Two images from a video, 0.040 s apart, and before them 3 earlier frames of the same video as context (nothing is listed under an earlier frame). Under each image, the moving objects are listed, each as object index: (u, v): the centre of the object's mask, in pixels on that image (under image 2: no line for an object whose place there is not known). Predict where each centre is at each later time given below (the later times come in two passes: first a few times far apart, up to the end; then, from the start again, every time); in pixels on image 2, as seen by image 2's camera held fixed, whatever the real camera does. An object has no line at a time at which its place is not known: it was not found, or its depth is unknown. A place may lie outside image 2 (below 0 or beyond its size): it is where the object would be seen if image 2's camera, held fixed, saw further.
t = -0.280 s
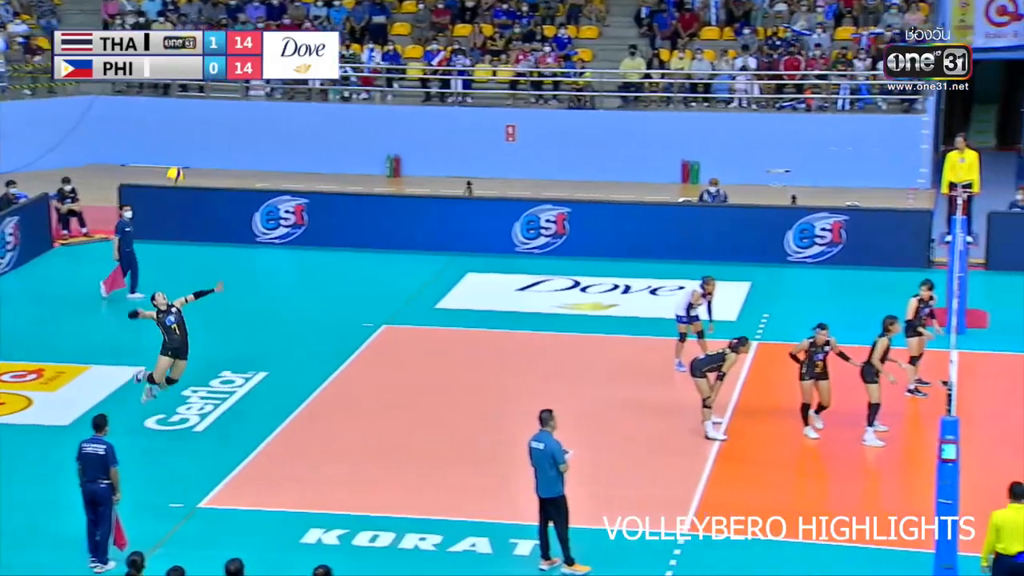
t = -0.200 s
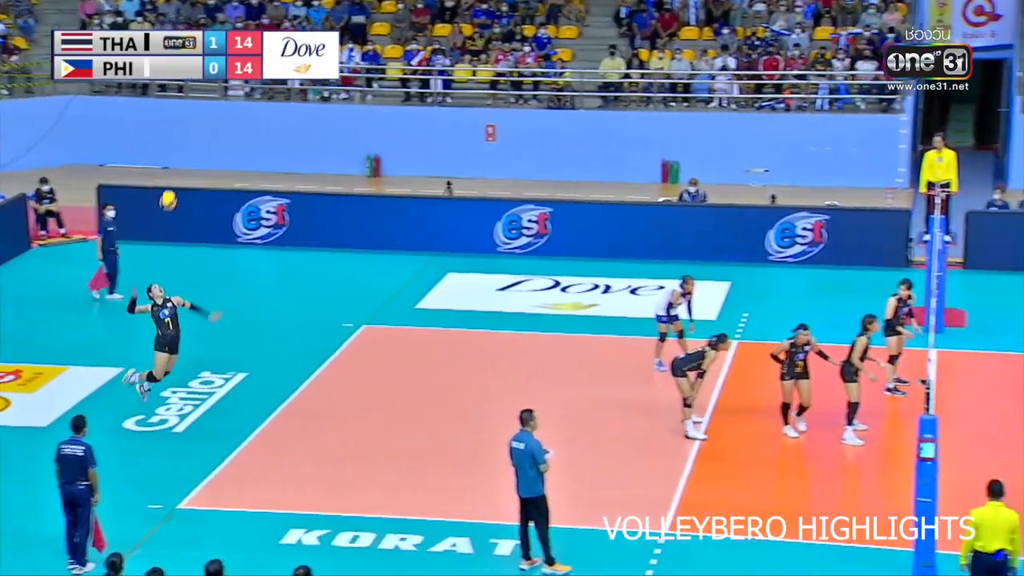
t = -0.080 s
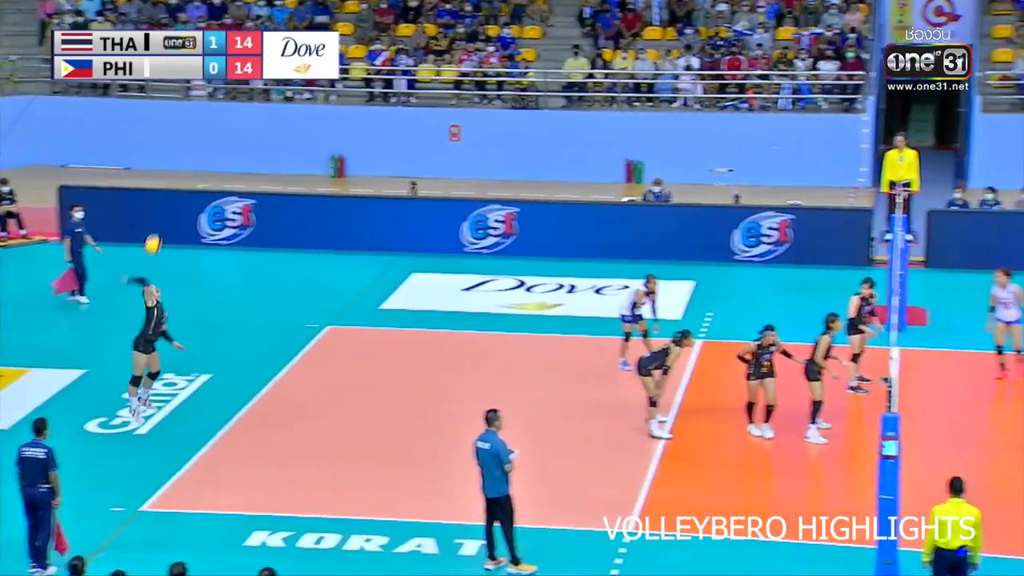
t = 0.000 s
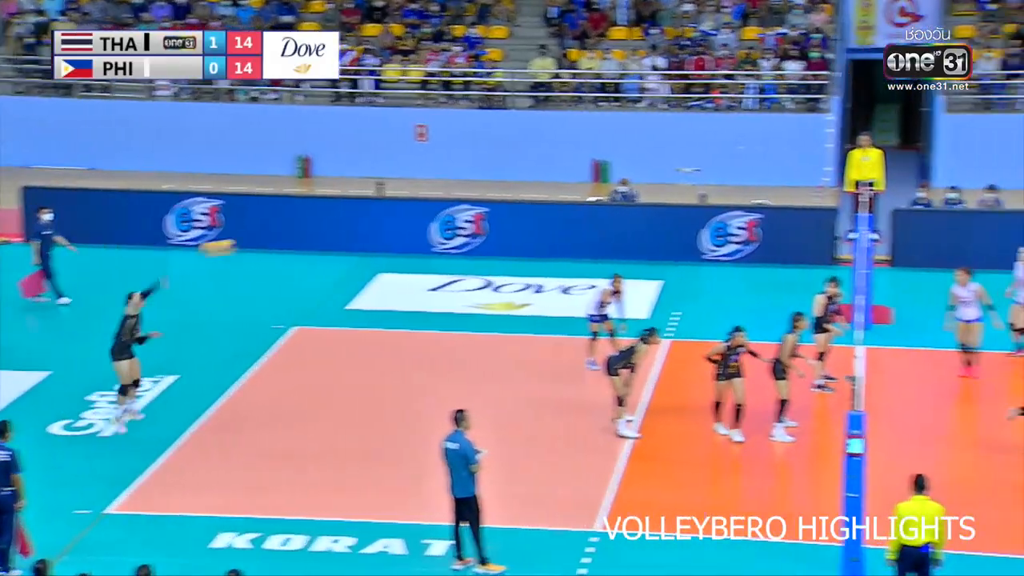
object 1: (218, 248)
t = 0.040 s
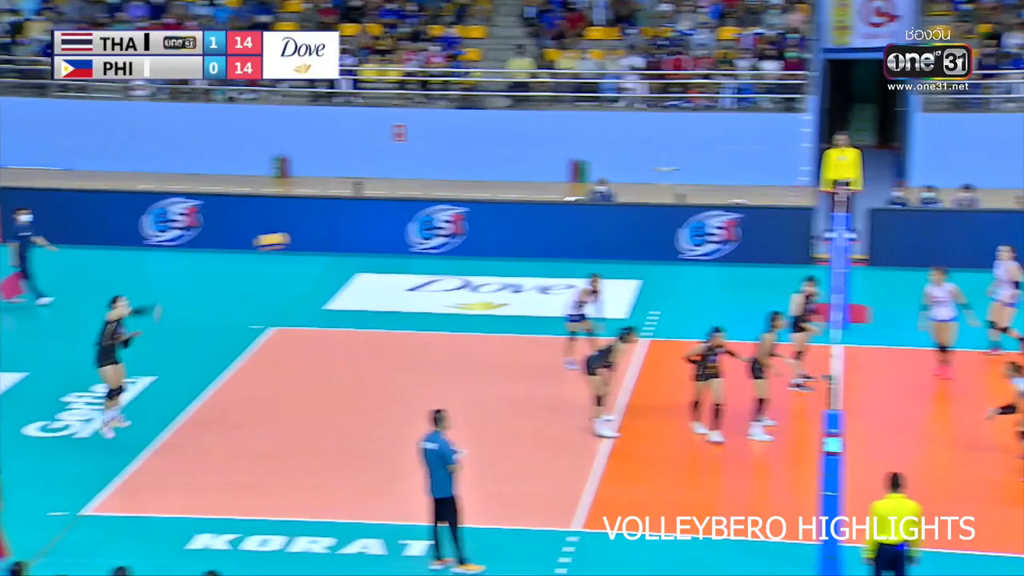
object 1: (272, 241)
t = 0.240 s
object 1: (630, 232)
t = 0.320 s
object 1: (765, 240)
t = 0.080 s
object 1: (346, 236)
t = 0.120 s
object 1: (419, 232)
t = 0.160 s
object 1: (492, 230)
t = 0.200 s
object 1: (561, 230)
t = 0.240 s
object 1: (630, 232)
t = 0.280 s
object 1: (698, 235)
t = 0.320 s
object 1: (765, 240)
